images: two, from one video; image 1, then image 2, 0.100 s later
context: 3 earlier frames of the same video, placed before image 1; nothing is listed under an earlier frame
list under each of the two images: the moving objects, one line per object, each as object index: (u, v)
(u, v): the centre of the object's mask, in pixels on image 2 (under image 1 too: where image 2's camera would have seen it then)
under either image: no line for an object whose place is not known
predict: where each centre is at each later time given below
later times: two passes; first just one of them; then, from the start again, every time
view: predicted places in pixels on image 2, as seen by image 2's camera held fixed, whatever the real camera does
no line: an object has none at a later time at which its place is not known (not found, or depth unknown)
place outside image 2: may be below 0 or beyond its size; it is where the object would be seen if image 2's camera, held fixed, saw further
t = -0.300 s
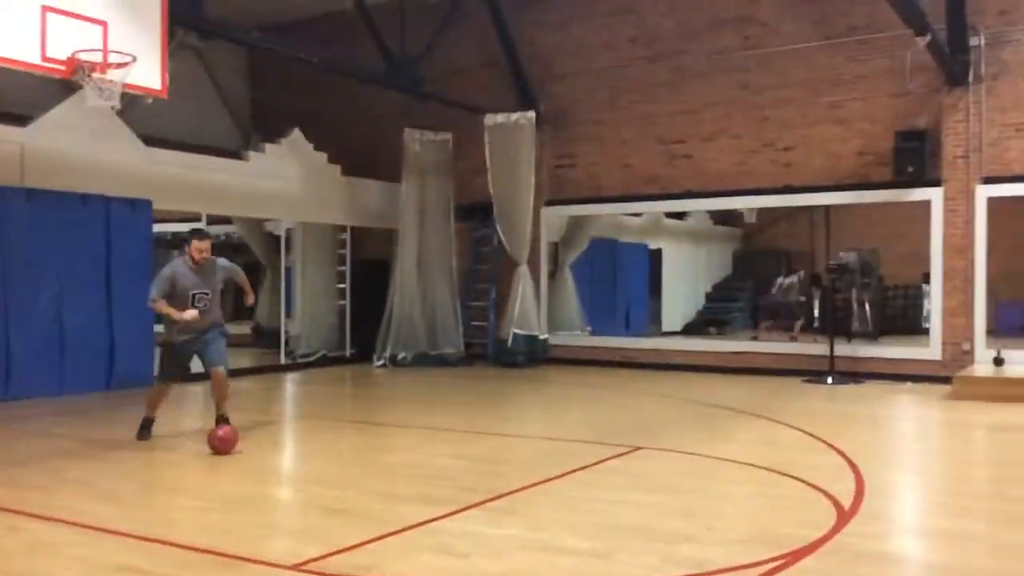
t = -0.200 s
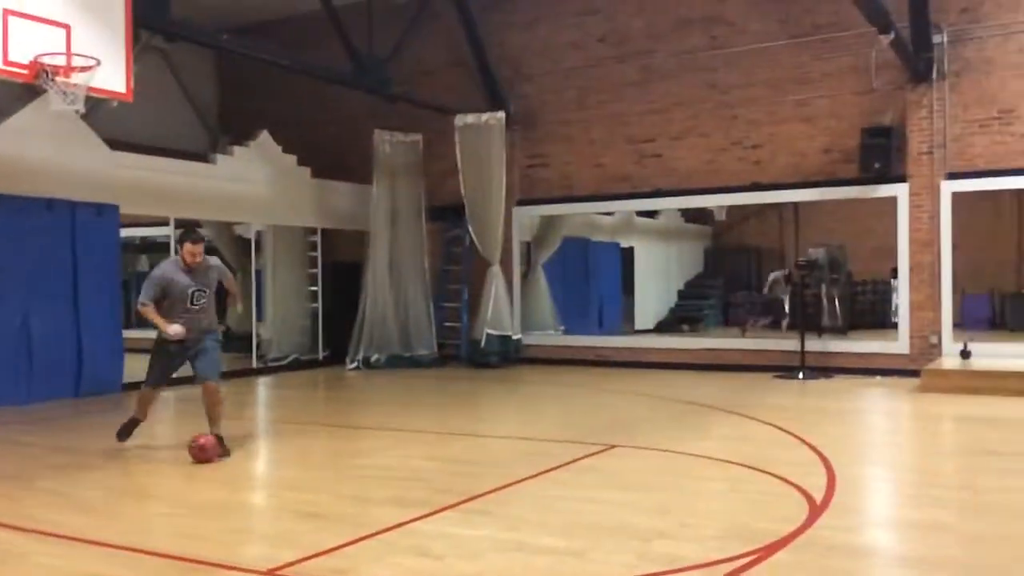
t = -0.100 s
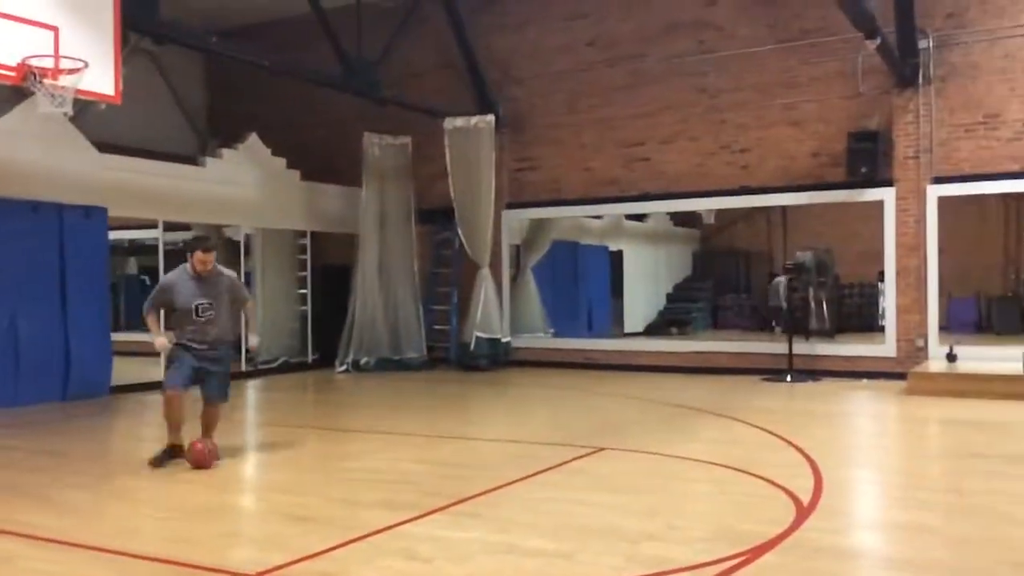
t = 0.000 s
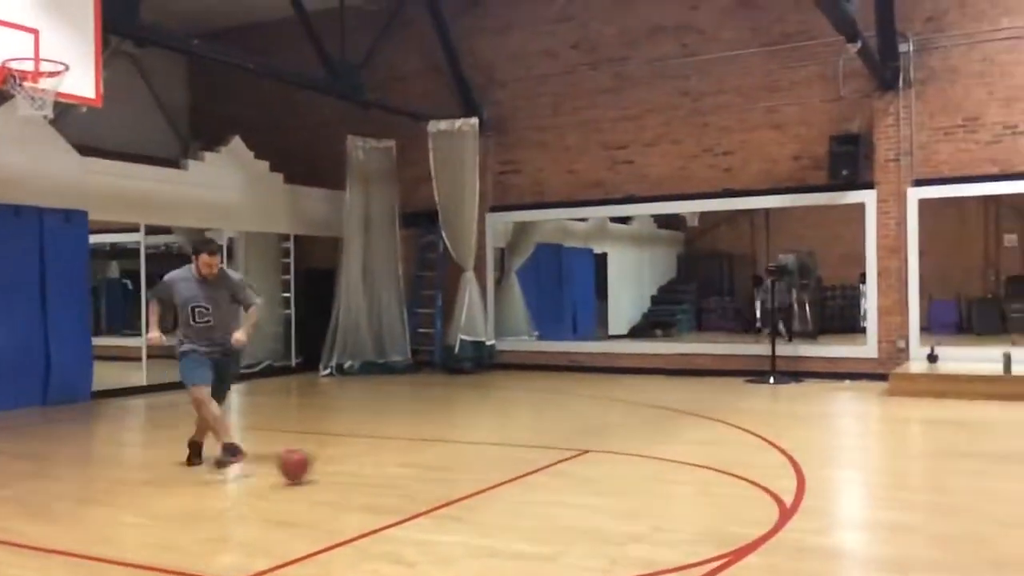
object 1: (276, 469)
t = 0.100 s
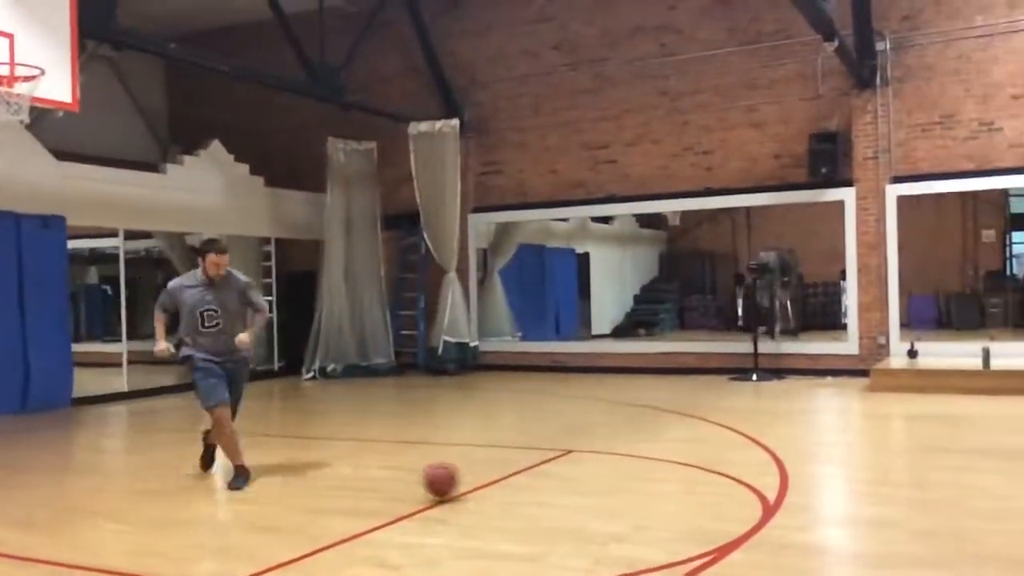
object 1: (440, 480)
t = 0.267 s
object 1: (765, 503)
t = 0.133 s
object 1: (498, 483)
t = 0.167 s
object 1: (561, 488)
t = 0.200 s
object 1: (627, 495)
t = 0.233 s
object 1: (695, 501)
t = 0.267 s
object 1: (765, 503)
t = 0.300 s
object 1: (840, 508)
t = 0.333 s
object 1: (920, 518)
